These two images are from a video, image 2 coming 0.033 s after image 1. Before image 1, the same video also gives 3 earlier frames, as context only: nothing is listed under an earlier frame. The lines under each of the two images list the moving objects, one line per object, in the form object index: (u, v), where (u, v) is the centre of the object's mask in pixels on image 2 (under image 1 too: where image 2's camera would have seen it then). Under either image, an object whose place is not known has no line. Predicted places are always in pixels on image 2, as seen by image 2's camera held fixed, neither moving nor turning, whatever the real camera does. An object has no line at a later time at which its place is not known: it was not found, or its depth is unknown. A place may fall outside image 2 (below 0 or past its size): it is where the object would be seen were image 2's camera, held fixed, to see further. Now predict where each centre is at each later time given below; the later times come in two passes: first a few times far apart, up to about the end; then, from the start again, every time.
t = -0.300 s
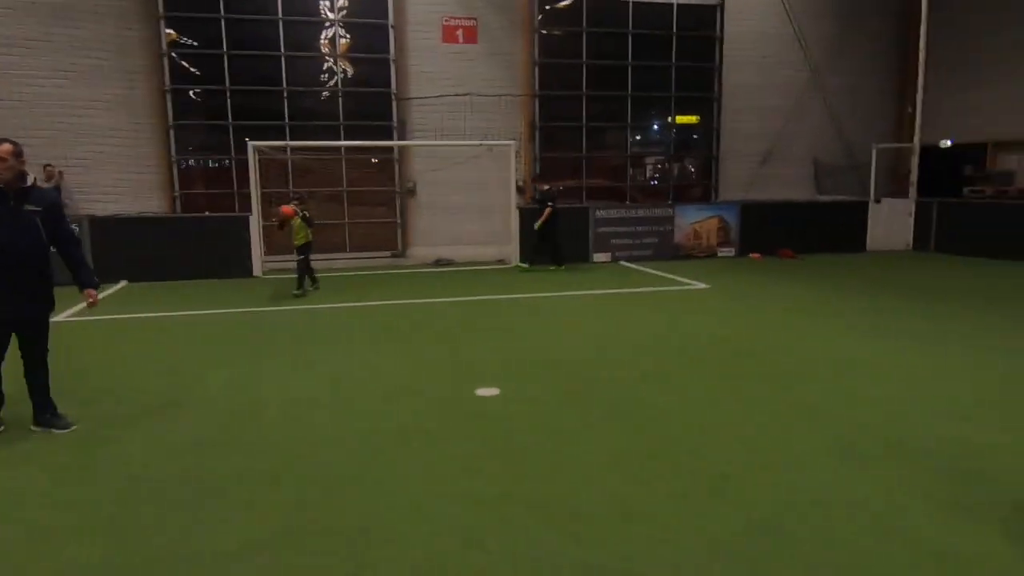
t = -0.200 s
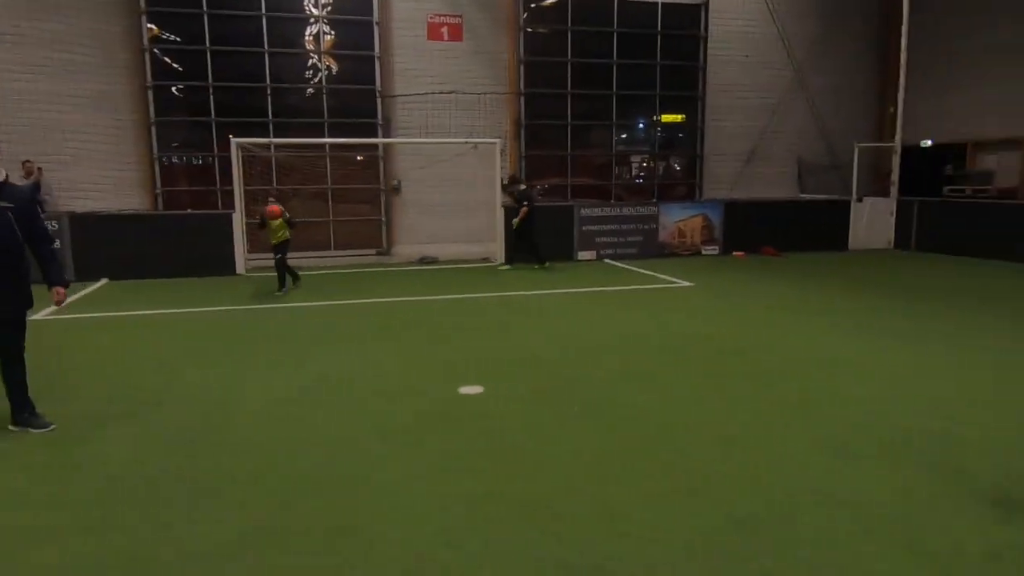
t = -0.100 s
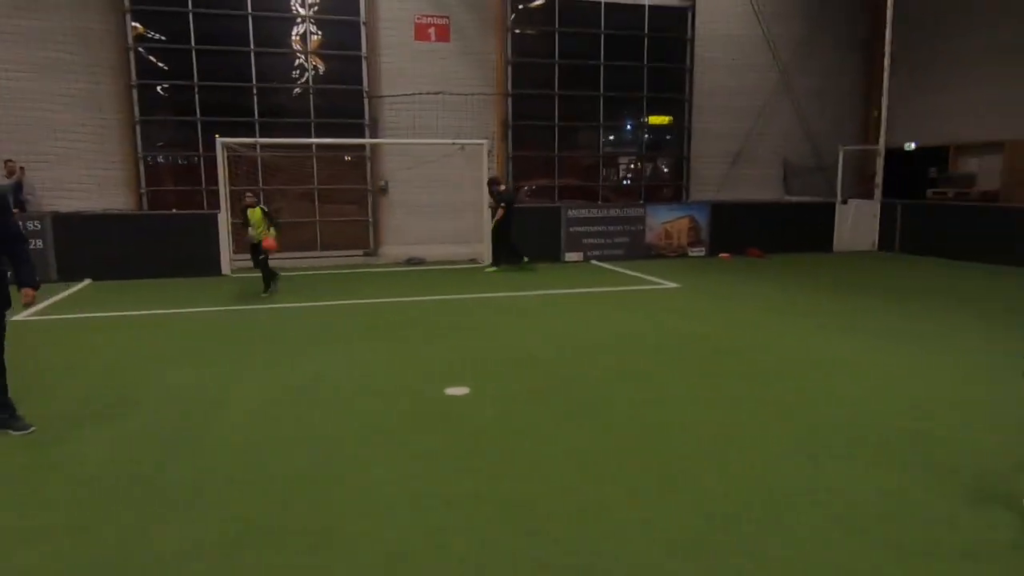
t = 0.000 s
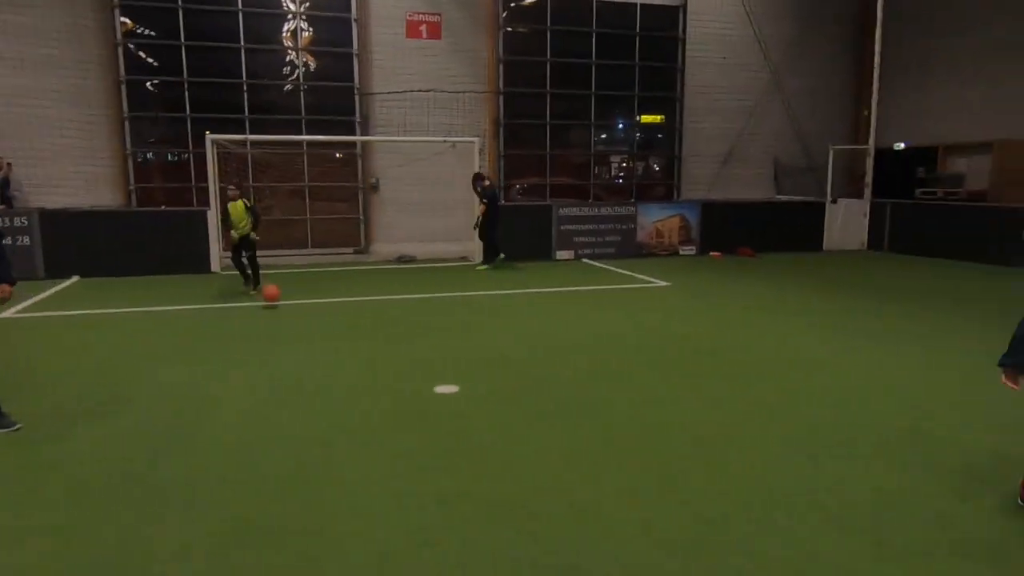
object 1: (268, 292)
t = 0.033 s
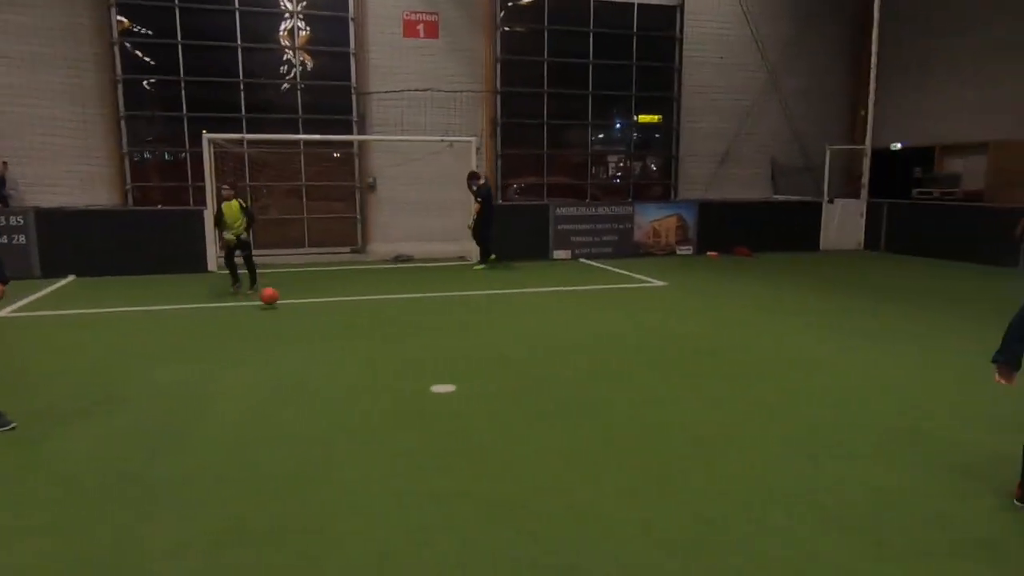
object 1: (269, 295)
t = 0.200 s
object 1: (273, 263)
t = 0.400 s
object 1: (277, 255)
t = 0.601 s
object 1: (288, 289)
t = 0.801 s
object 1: (300, 315)
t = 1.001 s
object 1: (313, 323)
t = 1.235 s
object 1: (331, 345)
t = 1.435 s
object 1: (347, 363)
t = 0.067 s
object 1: (269, 288)
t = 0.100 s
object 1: (270, 281)
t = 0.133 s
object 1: (270, 274)
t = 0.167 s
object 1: (271, 269)
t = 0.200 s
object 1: (273, 263)
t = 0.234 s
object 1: (272, 258)
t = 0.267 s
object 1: (274, 256)
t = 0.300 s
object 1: (274, 255)
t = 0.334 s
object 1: (275, 254)
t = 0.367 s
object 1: (277, 254)
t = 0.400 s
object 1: (277, 255)
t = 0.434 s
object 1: (279, 258)
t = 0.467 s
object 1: (280, 261)
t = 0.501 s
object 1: (282, 265)
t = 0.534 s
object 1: (284, 272)
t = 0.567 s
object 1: (286, 280)
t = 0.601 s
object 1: (288, 289)
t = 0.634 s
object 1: (290, 298)
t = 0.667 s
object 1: (292, 310)
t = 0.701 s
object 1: (294, 323)
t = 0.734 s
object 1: (296, 320)
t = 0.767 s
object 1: (298, 317)
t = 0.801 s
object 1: (300, 315)
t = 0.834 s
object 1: (302, 313)
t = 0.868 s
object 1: (303, 313)
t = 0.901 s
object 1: (306, 314)
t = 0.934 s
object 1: (308, 315)
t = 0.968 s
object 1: (310, 319)
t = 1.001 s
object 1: (313, 323)
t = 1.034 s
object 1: (315, 330)
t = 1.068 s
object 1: (318, 340)
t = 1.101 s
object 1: (320, 343)
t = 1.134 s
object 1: (323, 342)
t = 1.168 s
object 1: (325, 341)
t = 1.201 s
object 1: (328, 342)
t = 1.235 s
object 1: (331, 345)
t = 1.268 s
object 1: (334, 349)
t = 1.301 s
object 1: (337, 355)
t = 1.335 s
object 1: (339, 356)
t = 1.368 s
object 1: (342, 357)
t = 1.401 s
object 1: (344, 360)
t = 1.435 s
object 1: (347, 363)
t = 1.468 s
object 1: (350, 366)
